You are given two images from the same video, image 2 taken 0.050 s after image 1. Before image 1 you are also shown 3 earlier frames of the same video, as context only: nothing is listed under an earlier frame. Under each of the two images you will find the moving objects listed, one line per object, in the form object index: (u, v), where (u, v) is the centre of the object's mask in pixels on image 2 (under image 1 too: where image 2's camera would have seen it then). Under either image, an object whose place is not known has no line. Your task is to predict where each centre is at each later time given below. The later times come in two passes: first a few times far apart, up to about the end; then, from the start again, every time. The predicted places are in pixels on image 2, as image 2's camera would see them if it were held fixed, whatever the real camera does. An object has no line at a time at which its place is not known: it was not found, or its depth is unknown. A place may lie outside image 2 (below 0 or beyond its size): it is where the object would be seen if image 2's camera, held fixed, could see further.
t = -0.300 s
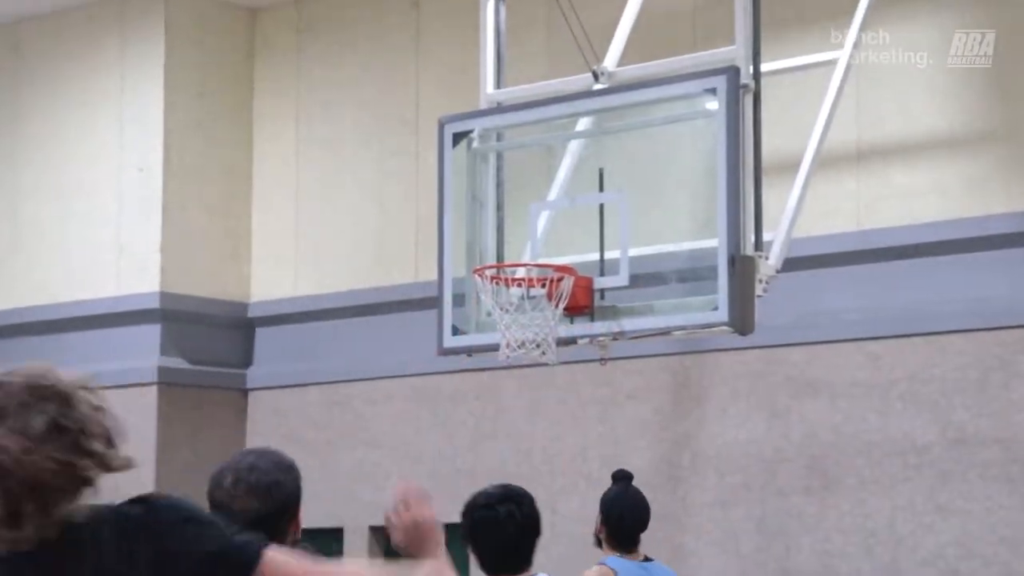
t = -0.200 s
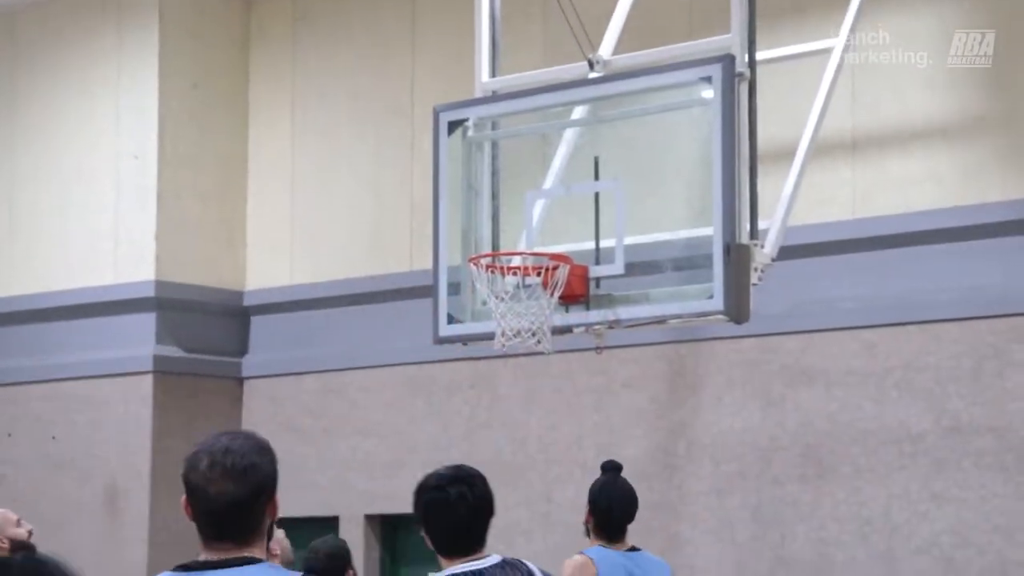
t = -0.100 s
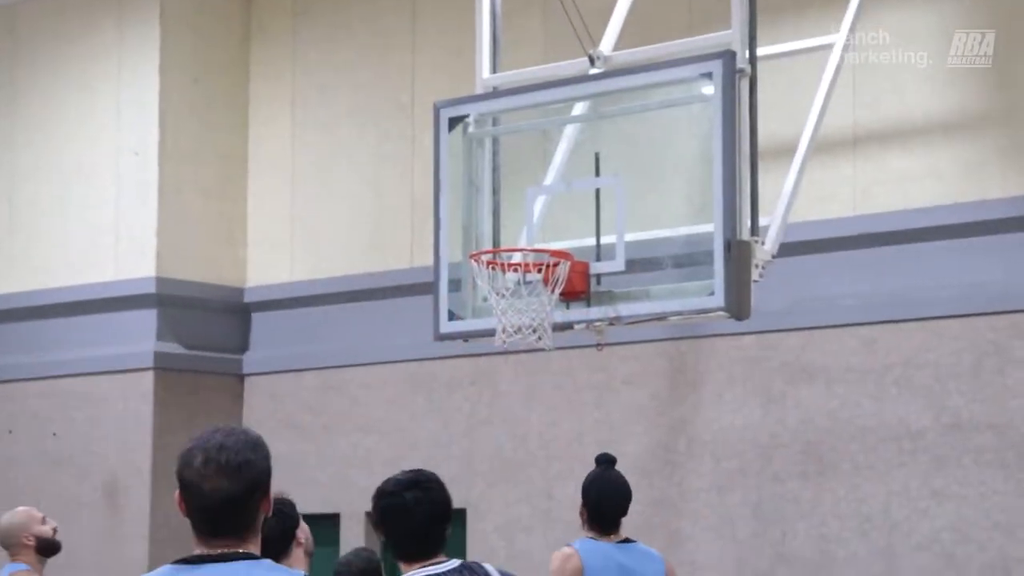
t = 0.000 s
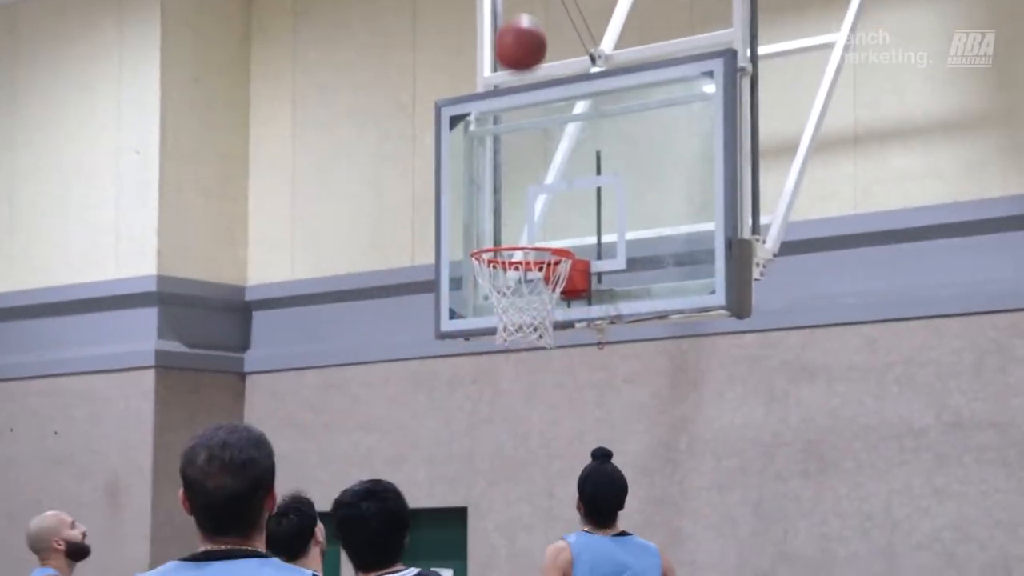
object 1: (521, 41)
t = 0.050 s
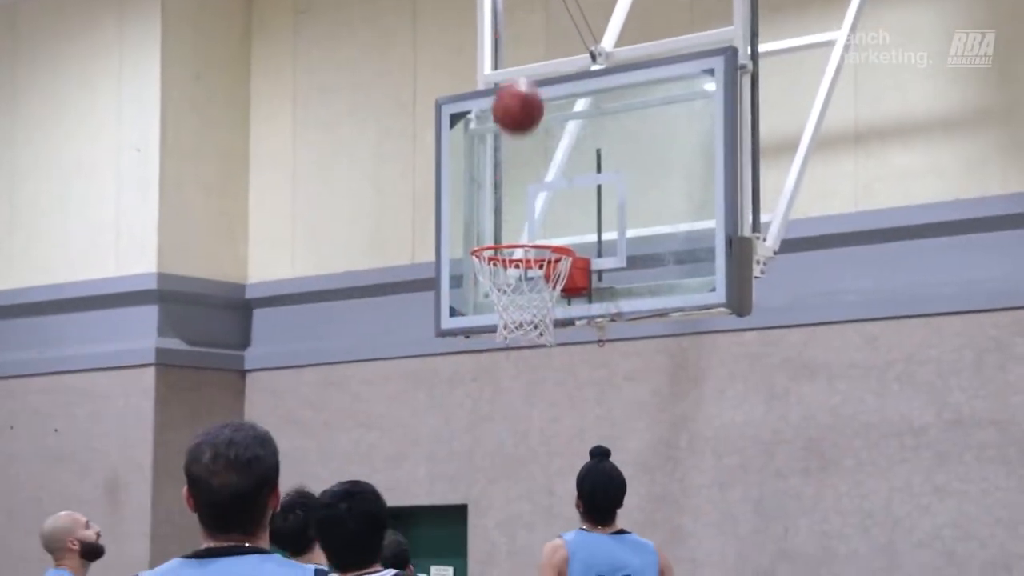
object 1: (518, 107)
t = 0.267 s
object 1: (529, 345)
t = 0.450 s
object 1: (556, 522)
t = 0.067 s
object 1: (516, 130)
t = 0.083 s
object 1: (516, 152)
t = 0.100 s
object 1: (514, 174)
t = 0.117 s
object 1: (513, 198)
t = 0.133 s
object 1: (512, 221)
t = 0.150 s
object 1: (512, 234)
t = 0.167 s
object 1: (510, 270)
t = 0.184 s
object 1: (514, 281)
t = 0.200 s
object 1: (521, 286)
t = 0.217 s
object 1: (521, 312)
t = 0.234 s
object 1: (524, 323)
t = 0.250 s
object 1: (526, 333)
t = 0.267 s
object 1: (529, 345)
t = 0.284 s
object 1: (533, 359)
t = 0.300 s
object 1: (536, 372)
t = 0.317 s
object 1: (539, 386)
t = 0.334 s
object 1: (543, 400)
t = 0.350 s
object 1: (546, 416)
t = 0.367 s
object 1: (549, 432)
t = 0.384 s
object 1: (553, 449)
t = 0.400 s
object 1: (554, 465)
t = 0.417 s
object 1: (554, 483)
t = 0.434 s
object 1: (554, 505)
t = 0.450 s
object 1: (556, 522)
